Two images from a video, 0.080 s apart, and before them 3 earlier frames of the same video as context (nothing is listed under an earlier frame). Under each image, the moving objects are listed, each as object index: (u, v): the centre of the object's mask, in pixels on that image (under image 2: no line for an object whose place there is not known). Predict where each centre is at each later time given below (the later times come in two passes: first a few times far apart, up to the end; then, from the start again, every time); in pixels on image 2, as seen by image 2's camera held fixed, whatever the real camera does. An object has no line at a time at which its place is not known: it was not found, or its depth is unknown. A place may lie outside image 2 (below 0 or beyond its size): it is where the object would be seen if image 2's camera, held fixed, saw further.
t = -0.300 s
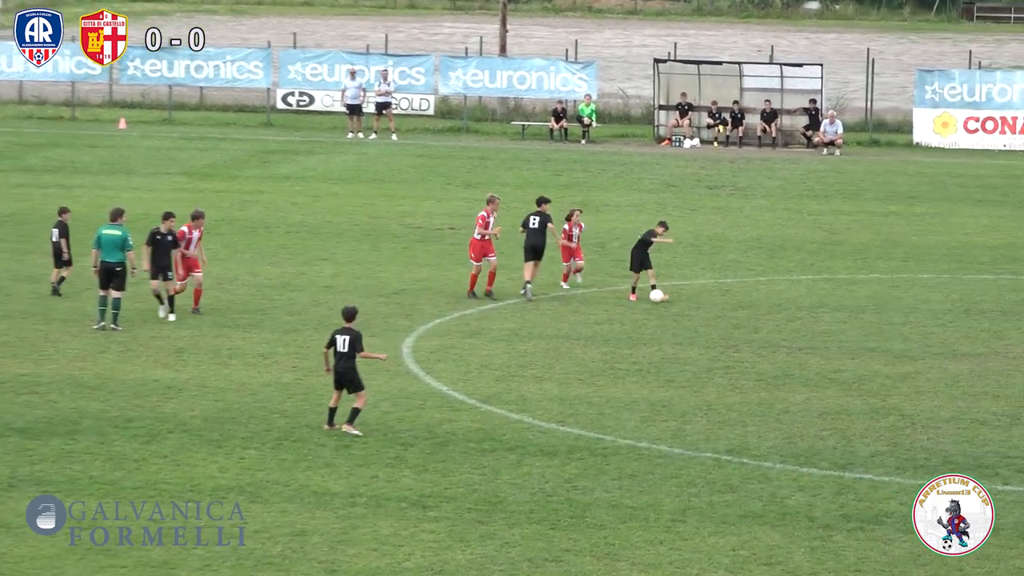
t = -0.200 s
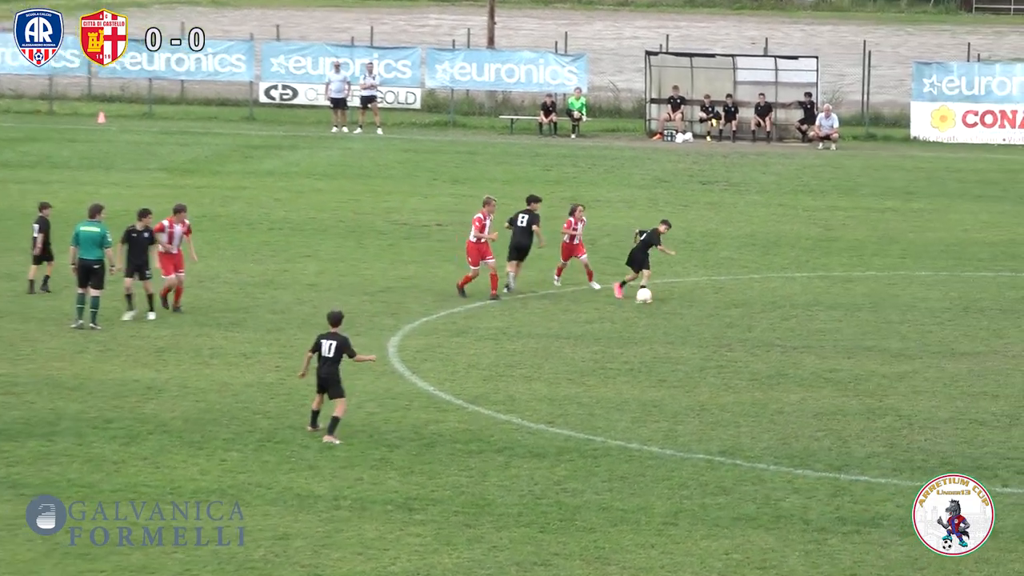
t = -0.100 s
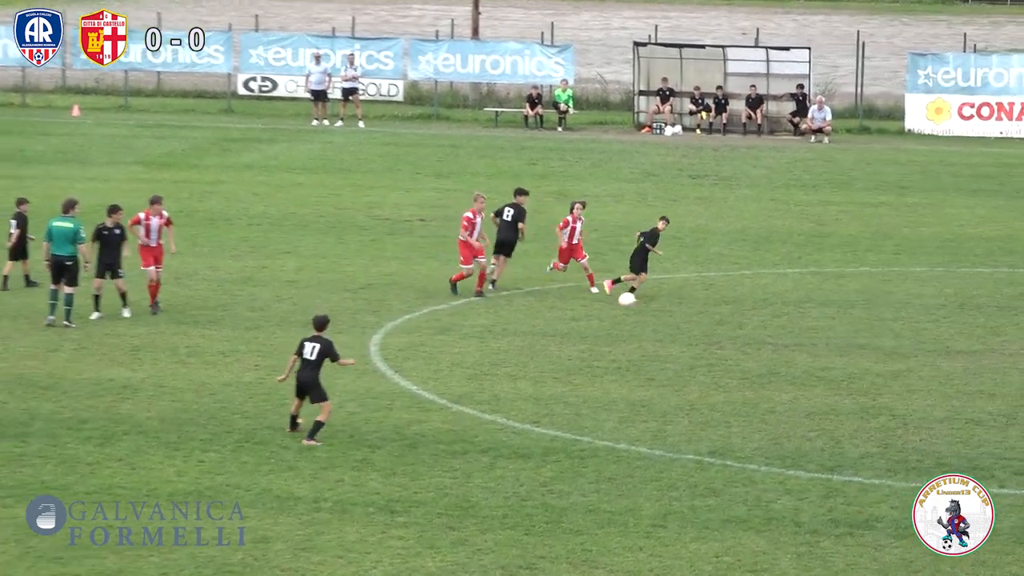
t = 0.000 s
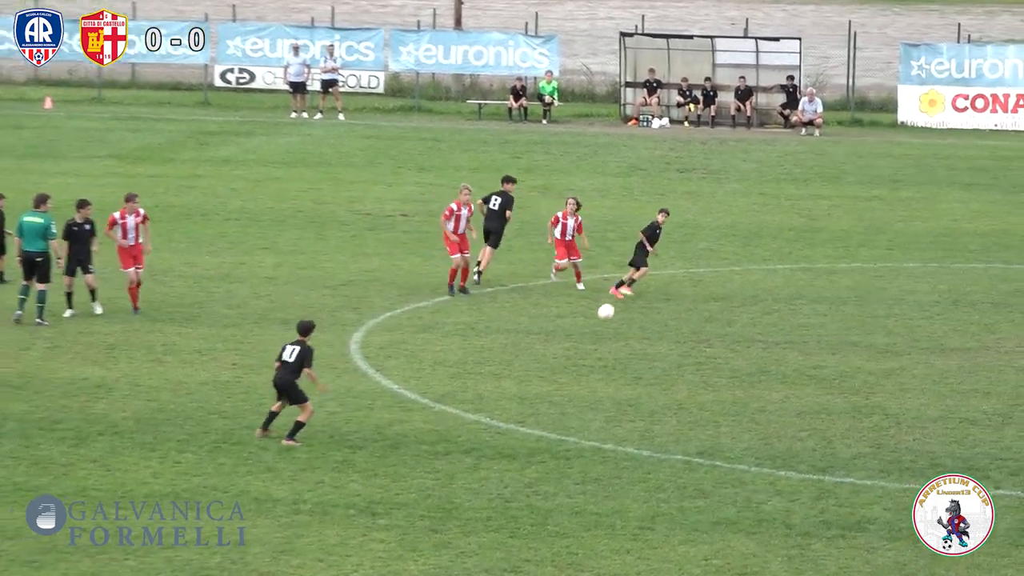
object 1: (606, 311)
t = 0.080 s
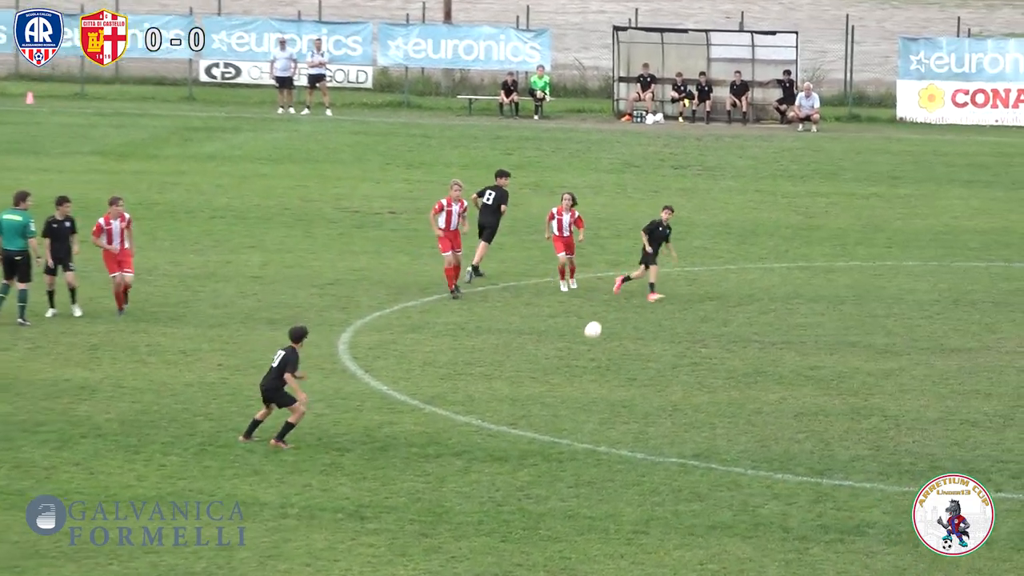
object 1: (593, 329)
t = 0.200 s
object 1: (583, 356)
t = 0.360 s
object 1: (570, 373)
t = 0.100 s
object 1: (591, 335)
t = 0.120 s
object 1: (589, 341)
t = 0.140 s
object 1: (587, 348)
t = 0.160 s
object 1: (586, 354)
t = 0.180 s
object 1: (584, 356)
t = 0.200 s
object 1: (583, 356)
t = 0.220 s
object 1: (581, 357)
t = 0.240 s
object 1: (580, 358)
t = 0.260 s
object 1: (578, 360)
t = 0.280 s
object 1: (577, 362)
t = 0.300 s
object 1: (575, 364)
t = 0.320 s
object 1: (573, 367)
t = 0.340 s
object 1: (572, 370)
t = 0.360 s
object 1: (570, 373)
